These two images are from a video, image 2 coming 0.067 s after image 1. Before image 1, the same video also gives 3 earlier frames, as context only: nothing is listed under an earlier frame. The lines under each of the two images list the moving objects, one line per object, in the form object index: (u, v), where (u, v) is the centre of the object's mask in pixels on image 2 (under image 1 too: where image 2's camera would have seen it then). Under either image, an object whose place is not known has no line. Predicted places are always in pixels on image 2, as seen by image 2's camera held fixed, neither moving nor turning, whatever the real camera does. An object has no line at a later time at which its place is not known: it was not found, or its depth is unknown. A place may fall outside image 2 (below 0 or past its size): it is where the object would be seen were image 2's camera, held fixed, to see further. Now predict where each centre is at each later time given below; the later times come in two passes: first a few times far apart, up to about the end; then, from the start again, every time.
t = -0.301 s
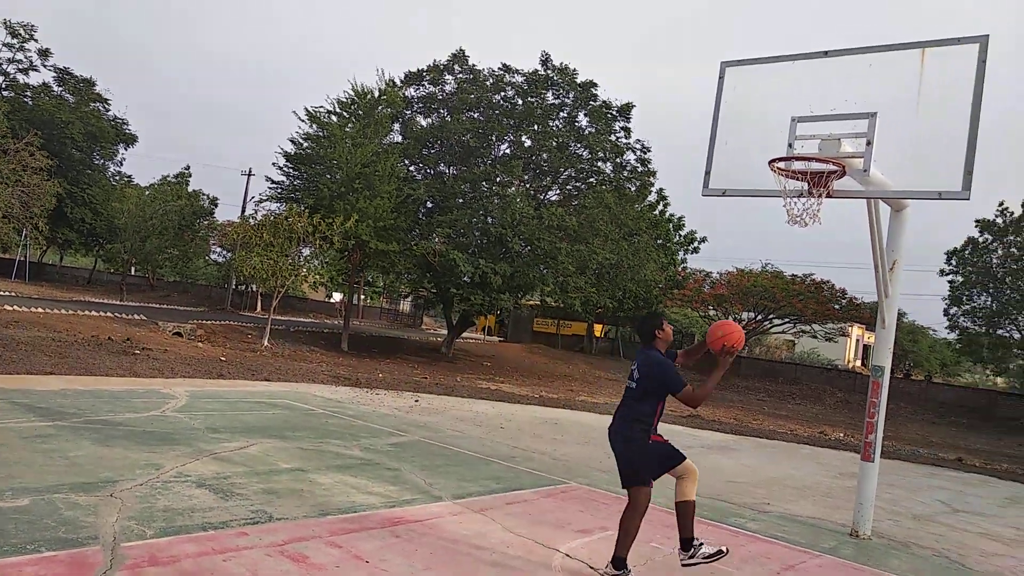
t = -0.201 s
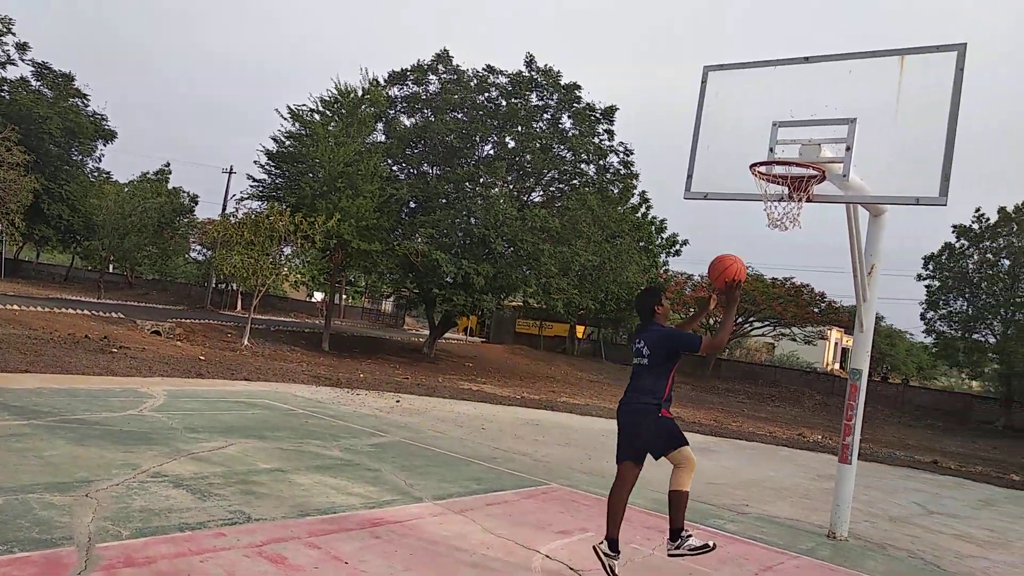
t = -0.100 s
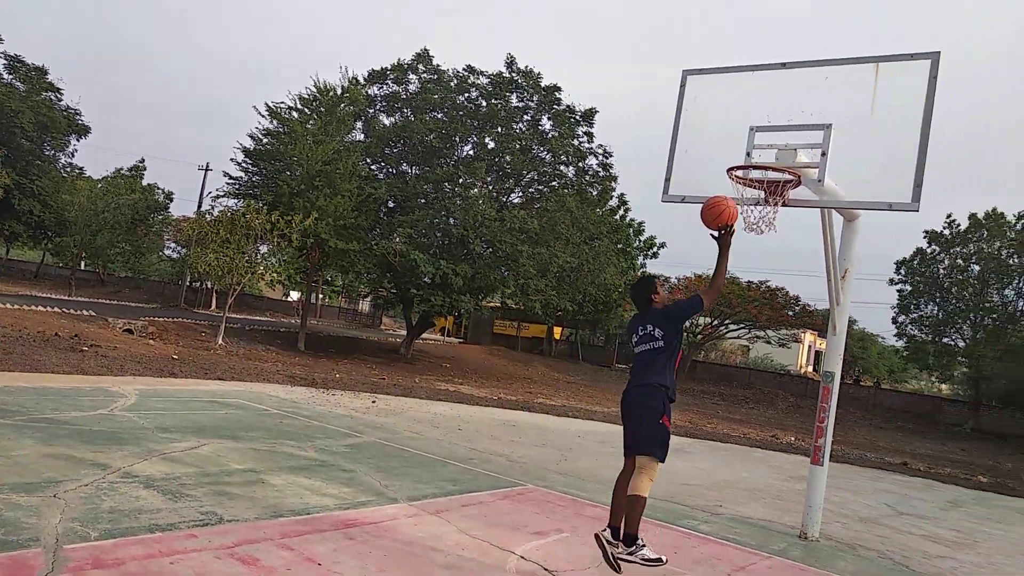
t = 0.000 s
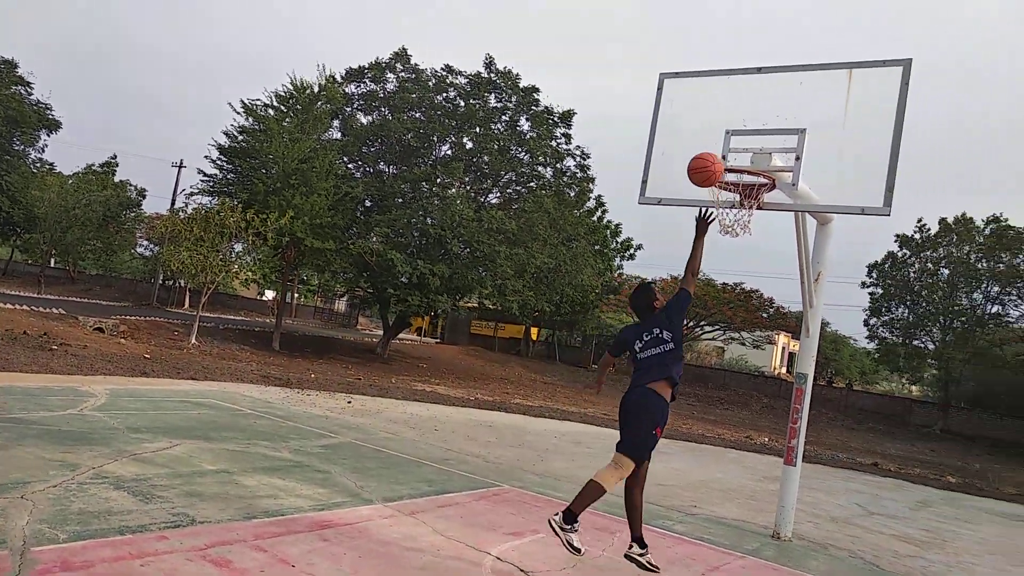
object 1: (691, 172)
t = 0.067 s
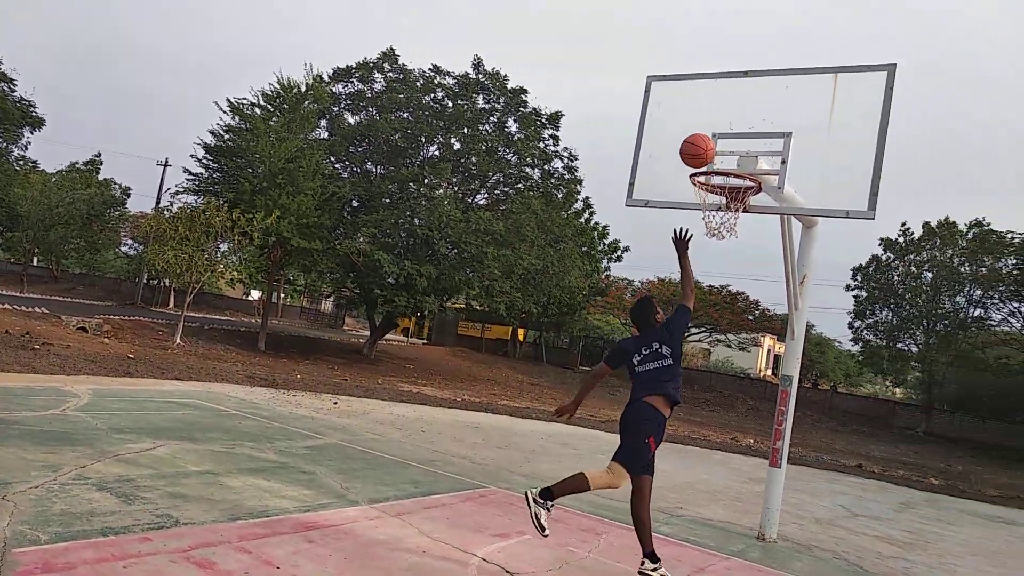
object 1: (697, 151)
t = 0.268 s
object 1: (706, 125)
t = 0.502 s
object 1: (707, 160)
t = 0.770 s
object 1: (742, 209)
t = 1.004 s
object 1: (708, 236)
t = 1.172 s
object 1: (680, 283)
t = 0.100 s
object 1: (701, 143)
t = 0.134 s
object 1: (702, 136)
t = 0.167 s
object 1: (703, 131)
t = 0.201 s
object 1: (705, 128)
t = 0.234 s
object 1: (705, 126)
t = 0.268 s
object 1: (706, 125)
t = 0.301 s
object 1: (707, 126)
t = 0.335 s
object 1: (707, 128)
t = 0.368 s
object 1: (708, 132)
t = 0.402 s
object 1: (708, 138)
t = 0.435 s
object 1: (707, 145)
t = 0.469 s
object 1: (707, 153)
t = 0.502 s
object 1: (707, 160)
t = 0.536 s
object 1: (709, 170)
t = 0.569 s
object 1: (716, 174)
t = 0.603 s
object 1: (724, 179)
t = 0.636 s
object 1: (731, 184)
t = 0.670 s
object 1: (738, 192)
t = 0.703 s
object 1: (743, 198)
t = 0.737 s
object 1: (743, 204)
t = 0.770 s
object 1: (742, 209)
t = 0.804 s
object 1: (739, 213)
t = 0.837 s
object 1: (736, 217)
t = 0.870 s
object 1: (731, 221)
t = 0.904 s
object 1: (725, 224)
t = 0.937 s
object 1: (720, 227)
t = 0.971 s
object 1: (713, 231)
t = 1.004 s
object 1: (708, 236)
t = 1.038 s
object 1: (703, 242)
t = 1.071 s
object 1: (697, 251)
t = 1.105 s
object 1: (691, 260)
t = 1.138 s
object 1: (686, 271)
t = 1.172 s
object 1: (680, 283)
